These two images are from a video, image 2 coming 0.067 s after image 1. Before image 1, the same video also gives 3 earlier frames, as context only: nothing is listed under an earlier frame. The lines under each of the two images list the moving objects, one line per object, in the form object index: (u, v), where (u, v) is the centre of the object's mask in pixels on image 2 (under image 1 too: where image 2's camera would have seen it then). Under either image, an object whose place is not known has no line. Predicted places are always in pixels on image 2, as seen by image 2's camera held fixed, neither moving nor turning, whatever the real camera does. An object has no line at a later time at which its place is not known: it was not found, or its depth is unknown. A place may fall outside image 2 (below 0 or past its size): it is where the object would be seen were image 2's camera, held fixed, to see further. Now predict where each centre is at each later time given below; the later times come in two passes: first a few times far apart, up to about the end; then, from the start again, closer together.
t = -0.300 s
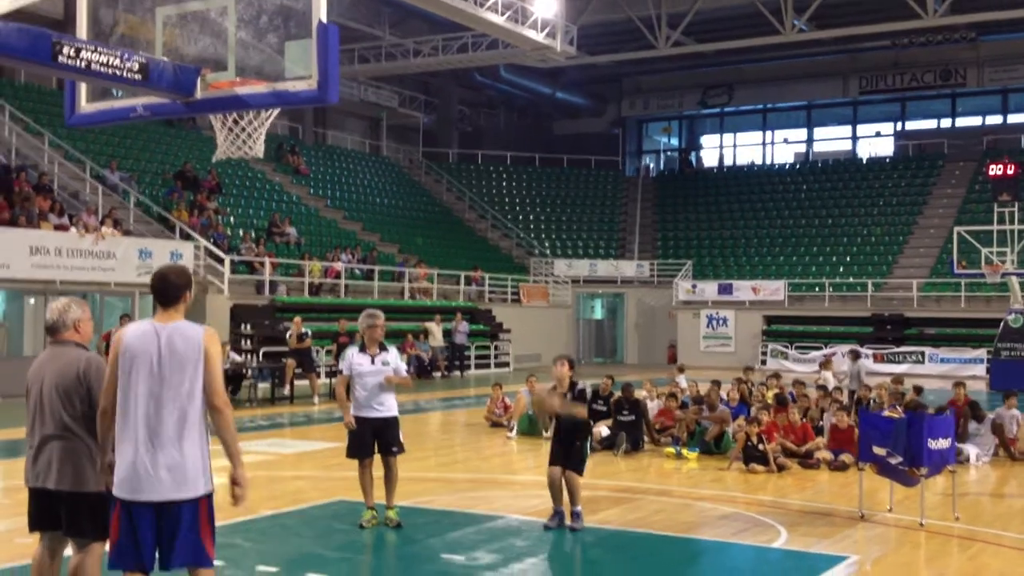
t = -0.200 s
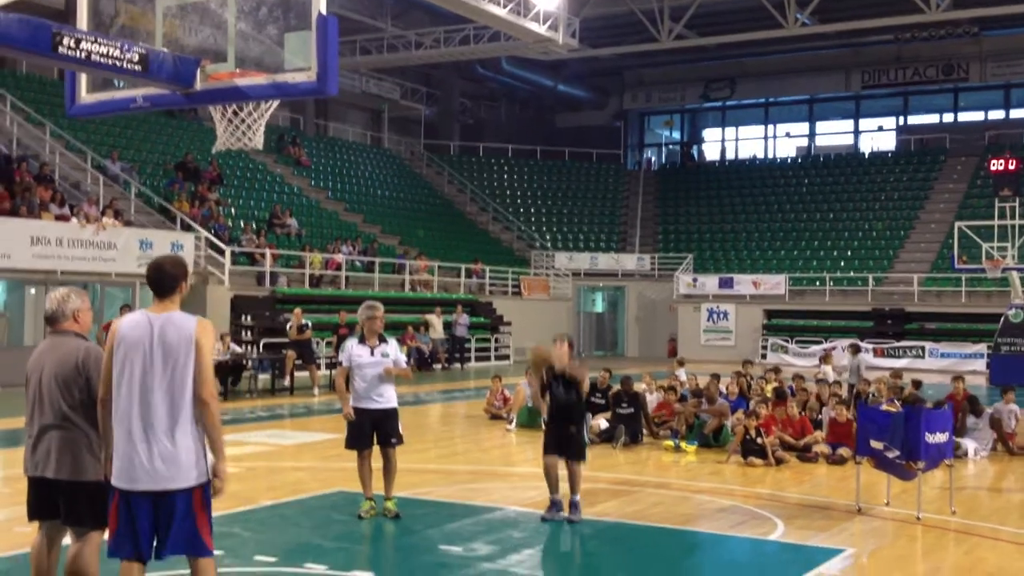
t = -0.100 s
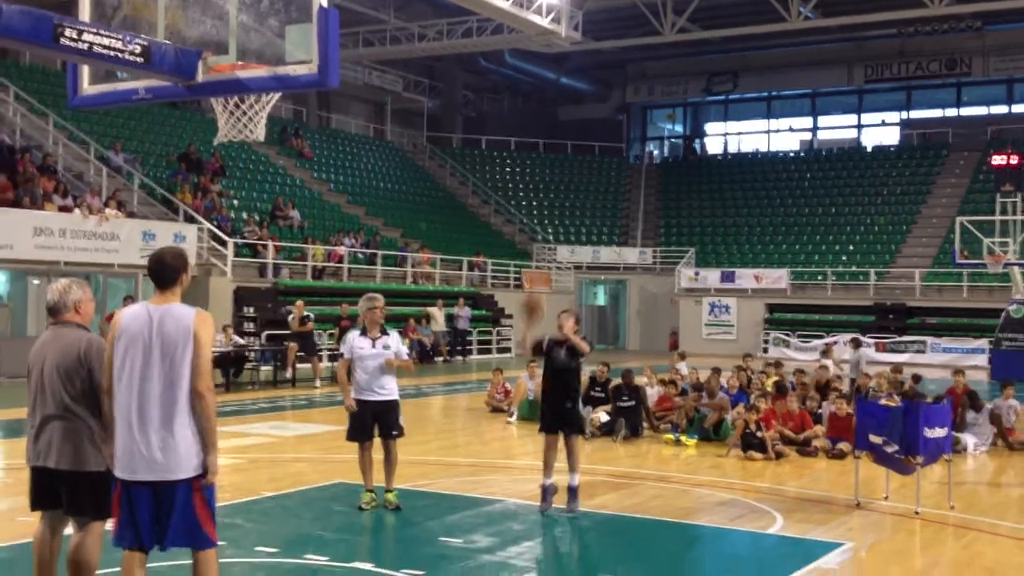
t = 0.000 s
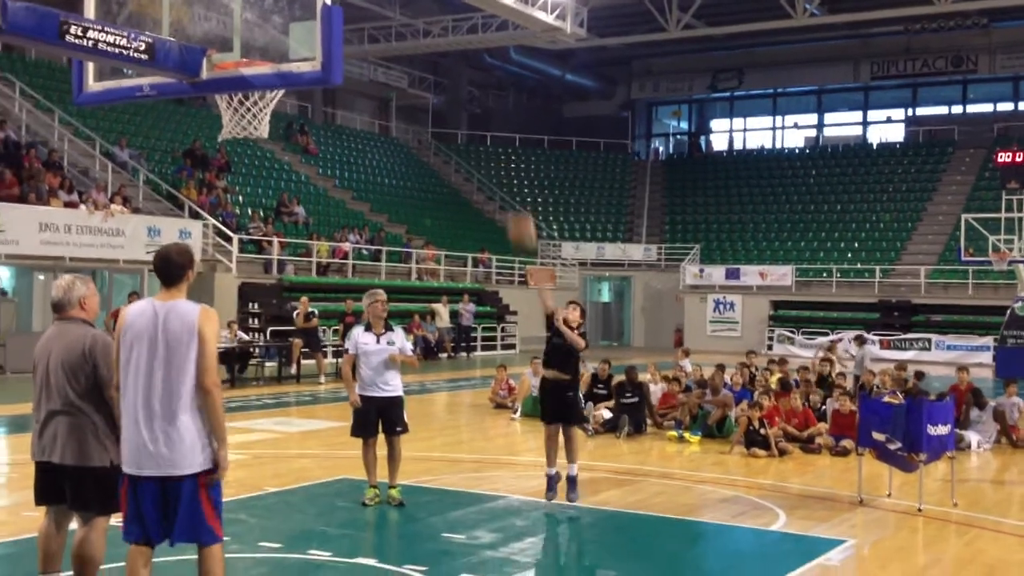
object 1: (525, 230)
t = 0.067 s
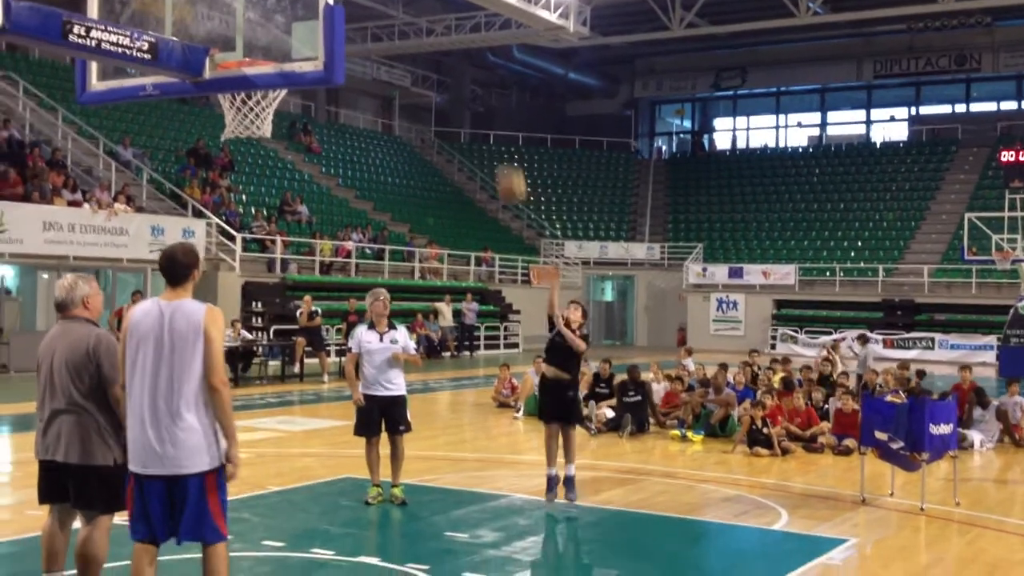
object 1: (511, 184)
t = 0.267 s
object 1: (467, 69)
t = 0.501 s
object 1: (407, -16)
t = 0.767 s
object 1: (312, -29)
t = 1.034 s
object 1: (265, 38)
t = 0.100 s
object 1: (504, 160)
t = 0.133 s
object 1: (497, 140)
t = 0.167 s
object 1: (489, 120)
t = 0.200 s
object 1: (483, 103)
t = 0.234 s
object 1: (475, 86)
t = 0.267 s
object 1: (467, 69)
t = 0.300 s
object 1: (460, 54)
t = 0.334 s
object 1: (451, 39)
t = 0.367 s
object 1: (442, 24)
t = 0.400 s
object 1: (435, 13)
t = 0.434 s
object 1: (427, 4)
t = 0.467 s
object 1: (417, -6)
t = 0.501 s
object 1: (407, -16)
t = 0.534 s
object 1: (398, -22)
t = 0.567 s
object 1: (389, -27)
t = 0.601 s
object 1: (379, -30)
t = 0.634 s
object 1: (369, -33)
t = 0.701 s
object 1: (350, -34)
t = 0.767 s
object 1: (312, -29)
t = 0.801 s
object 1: (306, -22)
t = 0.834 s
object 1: (299, -14)
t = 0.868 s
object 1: (290, -4)
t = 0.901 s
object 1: (274, 10)
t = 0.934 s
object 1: (265, 29)
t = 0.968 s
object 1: (258, 41)
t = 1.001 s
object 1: (260, 42)
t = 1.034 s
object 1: (265, 38)
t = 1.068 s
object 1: (269, 36)
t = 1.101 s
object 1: (279, 38)
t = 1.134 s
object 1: (282, 35)
